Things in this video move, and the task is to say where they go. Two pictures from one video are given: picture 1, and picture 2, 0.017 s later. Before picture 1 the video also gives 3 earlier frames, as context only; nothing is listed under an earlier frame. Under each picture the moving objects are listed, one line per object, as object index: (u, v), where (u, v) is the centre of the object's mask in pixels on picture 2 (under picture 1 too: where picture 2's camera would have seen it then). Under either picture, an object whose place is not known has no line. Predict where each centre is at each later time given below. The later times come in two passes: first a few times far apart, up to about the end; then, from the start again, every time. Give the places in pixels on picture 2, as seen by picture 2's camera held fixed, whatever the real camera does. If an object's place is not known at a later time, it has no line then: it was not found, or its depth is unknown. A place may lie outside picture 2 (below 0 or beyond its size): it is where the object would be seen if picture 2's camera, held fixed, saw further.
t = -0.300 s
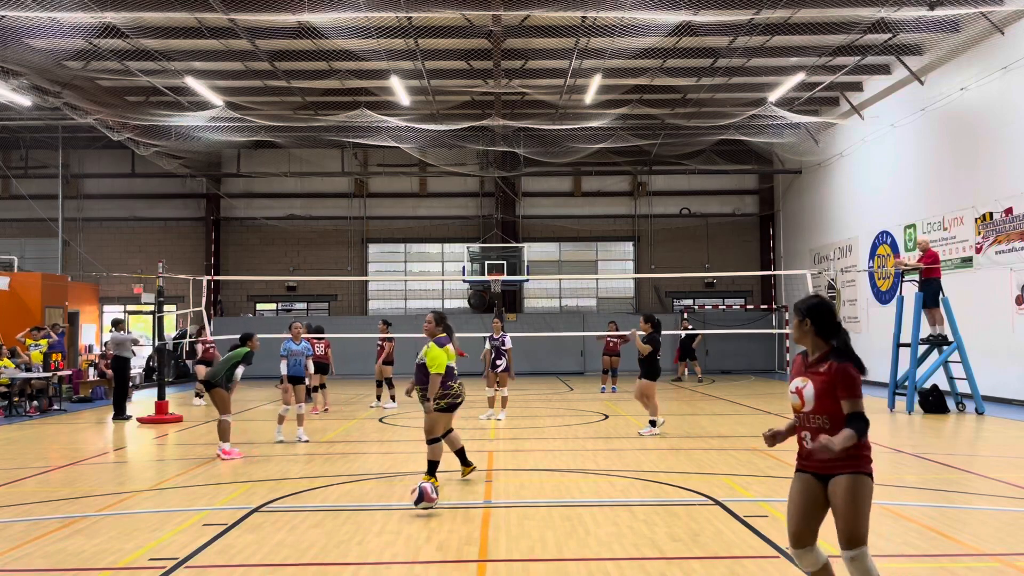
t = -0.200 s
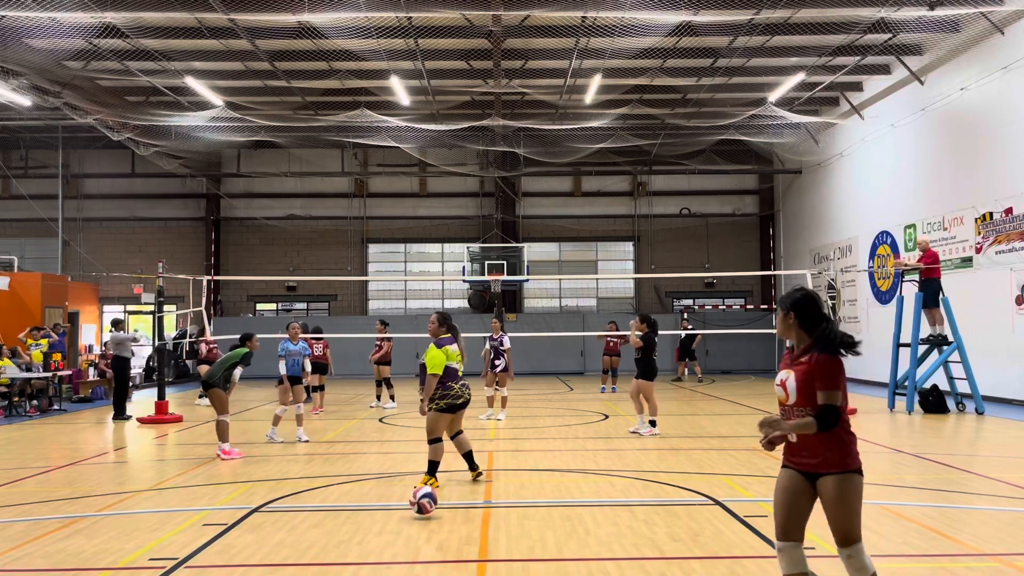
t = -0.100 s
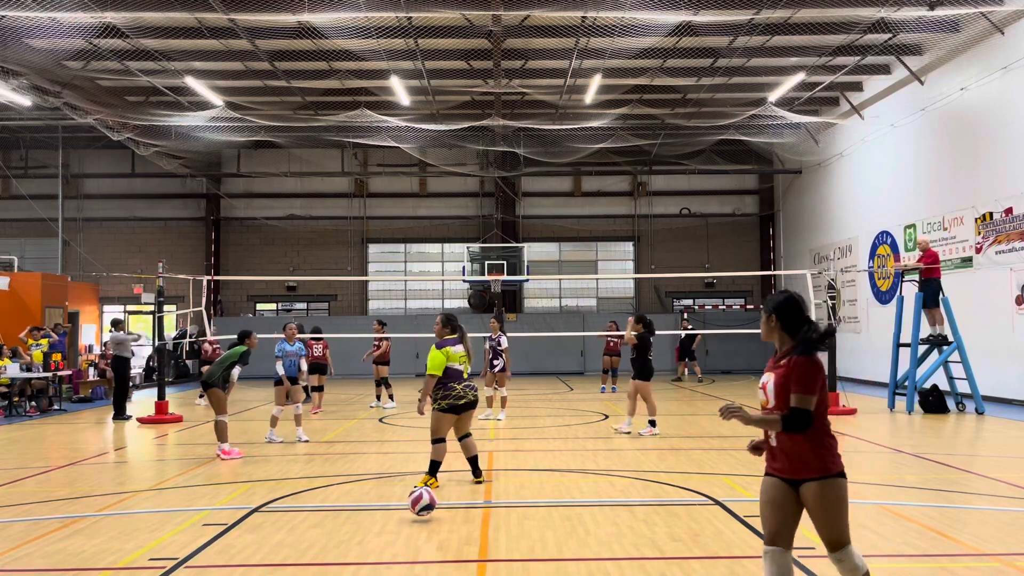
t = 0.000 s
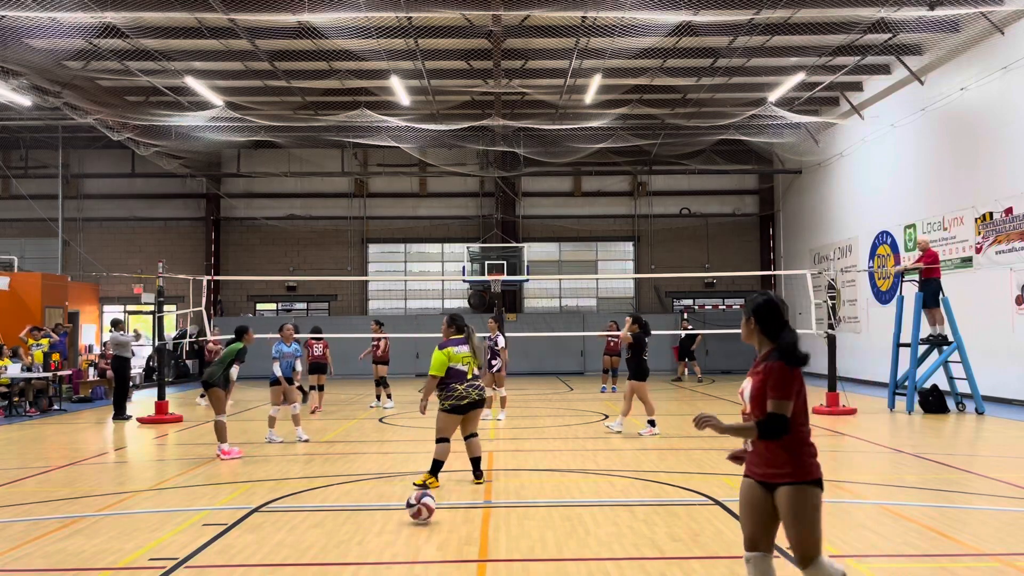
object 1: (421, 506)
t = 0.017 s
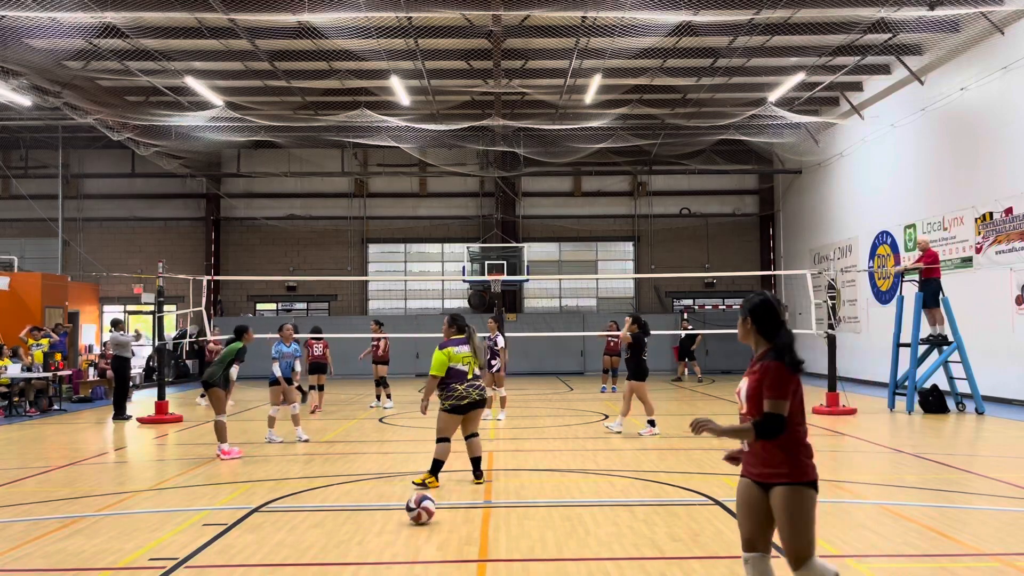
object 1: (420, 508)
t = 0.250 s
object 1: (416, 512)
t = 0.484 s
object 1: (412, 520)
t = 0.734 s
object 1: (406, 528)
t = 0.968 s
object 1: (399, 536)
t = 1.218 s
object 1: (392, 544)
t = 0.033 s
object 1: (420, 510)
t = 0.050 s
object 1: (420, 509)
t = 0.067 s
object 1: (420, 508)
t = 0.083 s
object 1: (419, 507)
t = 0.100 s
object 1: (419, 507)
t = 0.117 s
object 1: (419, 508)
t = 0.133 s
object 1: (419, 508)
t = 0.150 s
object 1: (418, 509)
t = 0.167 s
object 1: (418, 511)
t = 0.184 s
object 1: (417, 513)
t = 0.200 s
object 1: (417, 514)
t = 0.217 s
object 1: (417, 513)
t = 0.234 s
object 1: (417, 512)
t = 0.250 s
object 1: (416, 512)
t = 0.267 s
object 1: (416, 512)
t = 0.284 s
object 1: (416, 513)
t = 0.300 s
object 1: (416, 514)
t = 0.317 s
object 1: (416, 516)
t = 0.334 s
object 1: (415, 517)
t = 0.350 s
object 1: (415, 517)
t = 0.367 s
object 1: (415, 517)
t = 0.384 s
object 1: (414, 517)
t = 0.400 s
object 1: (414, 517)
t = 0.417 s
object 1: (414, 518)
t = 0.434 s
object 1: (413, 519)
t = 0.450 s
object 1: (413, 520)
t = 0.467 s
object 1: (412, 521)
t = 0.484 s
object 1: (412, 520)
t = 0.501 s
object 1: (412, 520)
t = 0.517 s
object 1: (411, 521)
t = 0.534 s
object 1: (411, 521)
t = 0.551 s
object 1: (411, 523)
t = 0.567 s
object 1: (410, 525)
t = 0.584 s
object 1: (410, 523)
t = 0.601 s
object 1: (409, 523)
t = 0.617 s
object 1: (409, 524)
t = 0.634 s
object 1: (409, 525)
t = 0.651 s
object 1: (408, 526)
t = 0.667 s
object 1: (408, 527)
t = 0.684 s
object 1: (407, 526)
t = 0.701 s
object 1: (407, 526)
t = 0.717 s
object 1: (406, 527)
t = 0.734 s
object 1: (406, 528)
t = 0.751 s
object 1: (405, 529)
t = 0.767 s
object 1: (405, 529)
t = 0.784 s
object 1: (405, 529)
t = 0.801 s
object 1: (404, 530)
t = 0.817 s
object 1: (404, 531)
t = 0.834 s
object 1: (403, 531)
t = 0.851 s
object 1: (403, 532)
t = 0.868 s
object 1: (402, 532)
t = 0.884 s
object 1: (402, 533)
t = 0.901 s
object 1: (401, 534)
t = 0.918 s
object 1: (401, 534)
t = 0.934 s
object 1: (400, 535)
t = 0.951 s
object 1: (400, 535)
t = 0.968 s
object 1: (399, 536)
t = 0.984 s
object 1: (399, 536)
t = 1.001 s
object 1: (399, 537)
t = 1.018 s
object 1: (398, 537)
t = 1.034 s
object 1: (398, 538)
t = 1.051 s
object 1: (397, 539)
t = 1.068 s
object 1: (397, 539)
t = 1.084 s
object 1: (397, 540)
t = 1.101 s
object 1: (396, 540)
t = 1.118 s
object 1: (396, 541)
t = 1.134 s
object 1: (395, 541)
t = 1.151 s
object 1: (395, 541)
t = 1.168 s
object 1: (394, 542)
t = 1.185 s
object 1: (393, 543)
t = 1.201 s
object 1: (393, 544)
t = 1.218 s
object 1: (392, 544)
